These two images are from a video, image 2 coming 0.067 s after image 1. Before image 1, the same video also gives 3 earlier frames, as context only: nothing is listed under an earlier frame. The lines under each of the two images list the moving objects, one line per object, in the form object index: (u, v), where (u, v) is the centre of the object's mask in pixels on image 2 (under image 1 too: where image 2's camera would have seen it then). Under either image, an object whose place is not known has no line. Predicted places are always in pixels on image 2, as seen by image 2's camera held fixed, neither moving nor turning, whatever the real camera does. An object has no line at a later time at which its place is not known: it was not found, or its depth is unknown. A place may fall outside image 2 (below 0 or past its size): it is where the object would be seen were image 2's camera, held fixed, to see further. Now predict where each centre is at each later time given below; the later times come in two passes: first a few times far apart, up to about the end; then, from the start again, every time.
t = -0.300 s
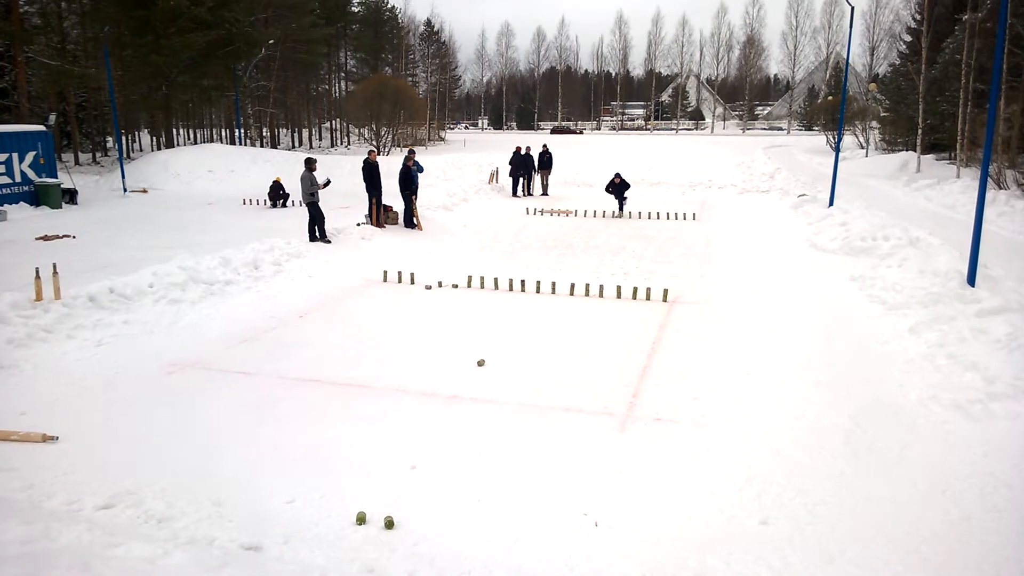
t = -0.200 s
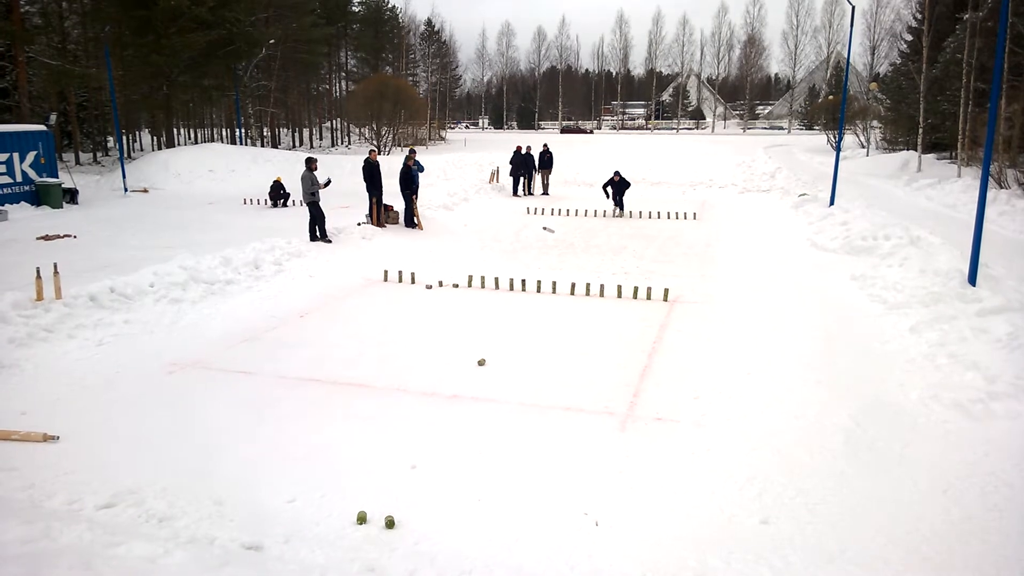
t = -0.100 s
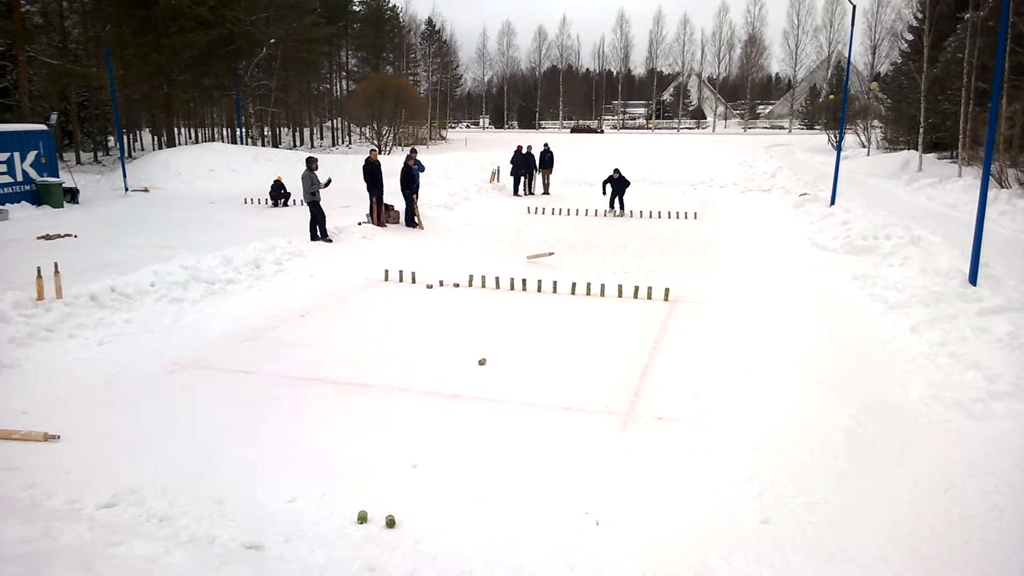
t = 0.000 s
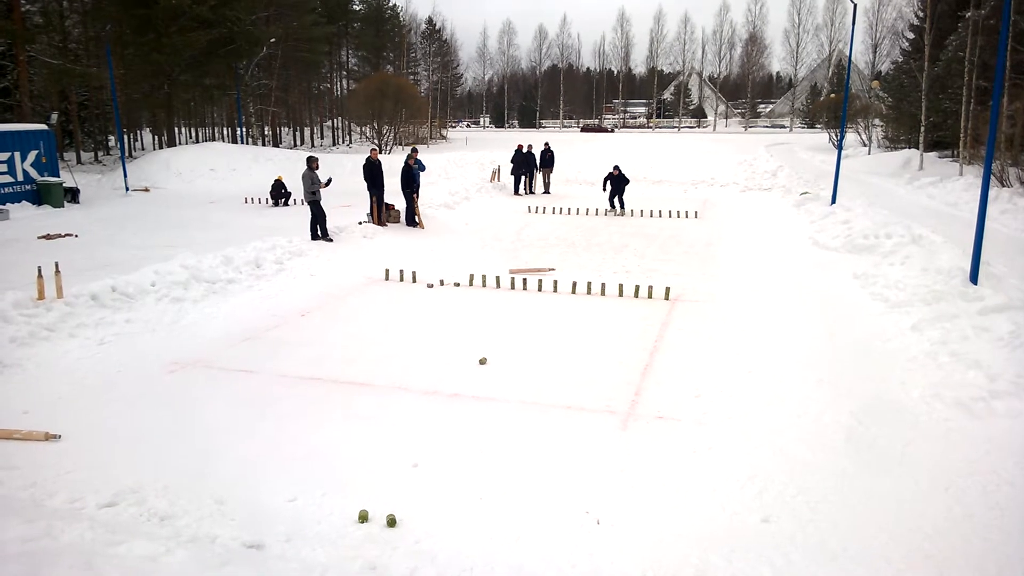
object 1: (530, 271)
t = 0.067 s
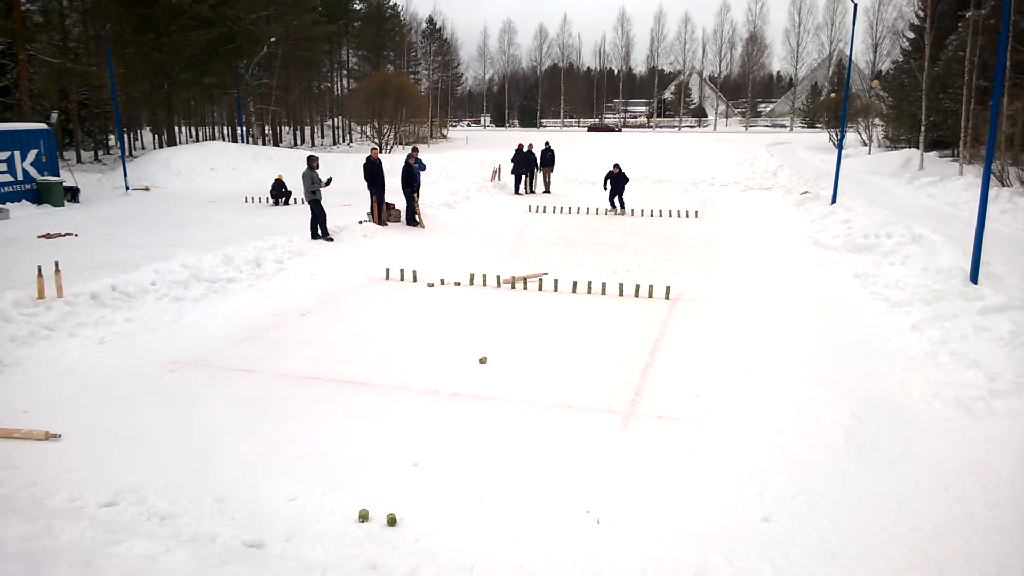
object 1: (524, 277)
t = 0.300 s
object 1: (487, 310)
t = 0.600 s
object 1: (427, 363)
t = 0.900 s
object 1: (351, 433)
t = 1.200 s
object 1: (245, 507)
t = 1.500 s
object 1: (160, 525)
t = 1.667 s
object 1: (151, 524)
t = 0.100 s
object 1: (519, 283)
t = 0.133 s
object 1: (514, 288)
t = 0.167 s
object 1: (510, 291)
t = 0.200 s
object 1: (505, 295)
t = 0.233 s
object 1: (500, 300)
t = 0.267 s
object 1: (494, 305)
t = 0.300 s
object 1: (487, 310)
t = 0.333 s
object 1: (481, 315)
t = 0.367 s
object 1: (474, 321)
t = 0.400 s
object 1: (468, 326)
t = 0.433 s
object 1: (462, 331)
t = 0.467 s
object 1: (455, 337)
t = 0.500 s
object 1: (449, 343)
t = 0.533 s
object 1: (442, 349)
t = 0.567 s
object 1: (435, 356)
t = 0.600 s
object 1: (427, 363)
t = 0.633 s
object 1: (420, 370)
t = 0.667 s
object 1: (412, 377)
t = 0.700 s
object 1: (404, 384)
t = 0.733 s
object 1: (395, 392)
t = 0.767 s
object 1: (388, 400)
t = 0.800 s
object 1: (379, 408)
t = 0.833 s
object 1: (369, 416)
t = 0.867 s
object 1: (360, 424)
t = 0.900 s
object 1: (351, 433)
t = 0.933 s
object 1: (340, 443)
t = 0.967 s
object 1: (329, 453)
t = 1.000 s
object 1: (317, 462)
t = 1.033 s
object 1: (306, 472)
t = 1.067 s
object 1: (294, 480)
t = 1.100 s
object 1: (281, 489)
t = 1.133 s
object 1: (268, 497)
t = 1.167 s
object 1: (258, 503)
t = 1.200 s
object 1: (245, 507)
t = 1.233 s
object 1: (231, 513)
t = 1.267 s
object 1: (217, 518)
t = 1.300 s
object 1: (203, 521)
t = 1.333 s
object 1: (193, 522)
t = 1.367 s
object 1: (186, 523)
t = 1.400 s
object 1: (176, 523)
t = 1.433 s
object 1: (170, 524)
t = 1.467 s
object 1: (165, 524)
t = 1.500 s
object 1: (160, 525)
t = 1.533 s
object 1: (155, 525)
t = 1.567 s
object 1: (152, 525)
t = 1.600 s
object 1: (152, 524)
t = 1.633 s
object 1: (151, 524)
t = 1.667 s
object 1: (151, 524)
